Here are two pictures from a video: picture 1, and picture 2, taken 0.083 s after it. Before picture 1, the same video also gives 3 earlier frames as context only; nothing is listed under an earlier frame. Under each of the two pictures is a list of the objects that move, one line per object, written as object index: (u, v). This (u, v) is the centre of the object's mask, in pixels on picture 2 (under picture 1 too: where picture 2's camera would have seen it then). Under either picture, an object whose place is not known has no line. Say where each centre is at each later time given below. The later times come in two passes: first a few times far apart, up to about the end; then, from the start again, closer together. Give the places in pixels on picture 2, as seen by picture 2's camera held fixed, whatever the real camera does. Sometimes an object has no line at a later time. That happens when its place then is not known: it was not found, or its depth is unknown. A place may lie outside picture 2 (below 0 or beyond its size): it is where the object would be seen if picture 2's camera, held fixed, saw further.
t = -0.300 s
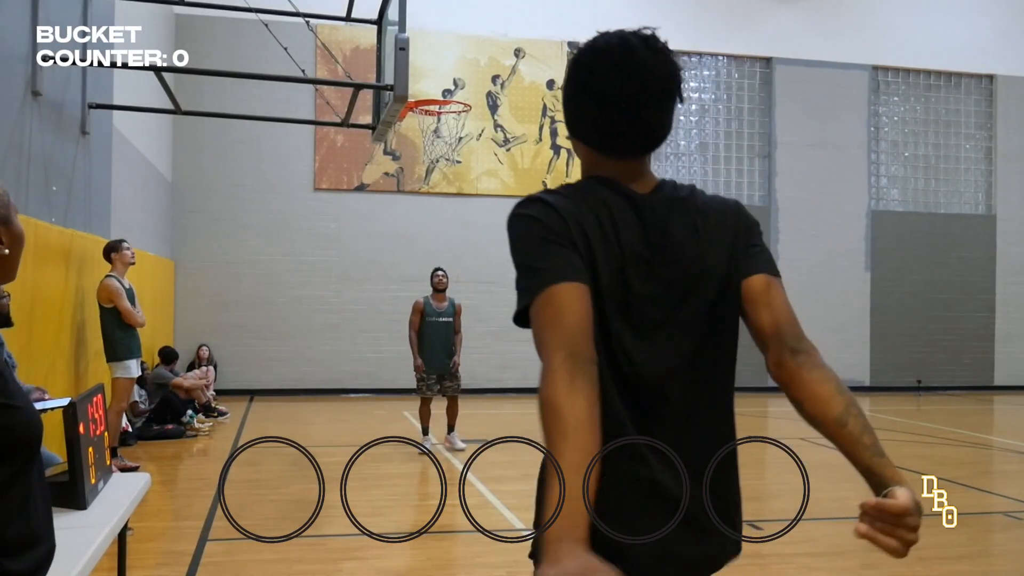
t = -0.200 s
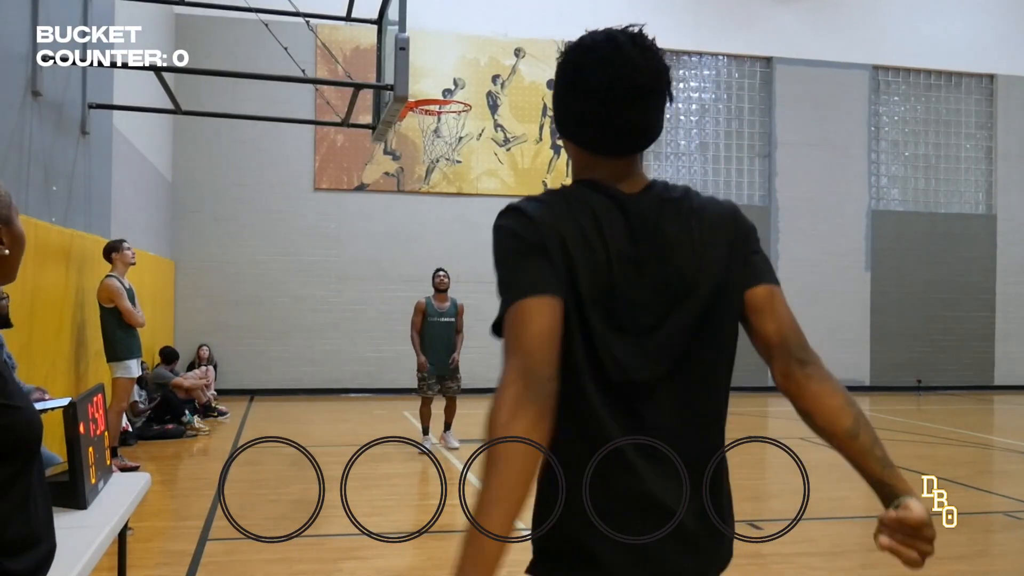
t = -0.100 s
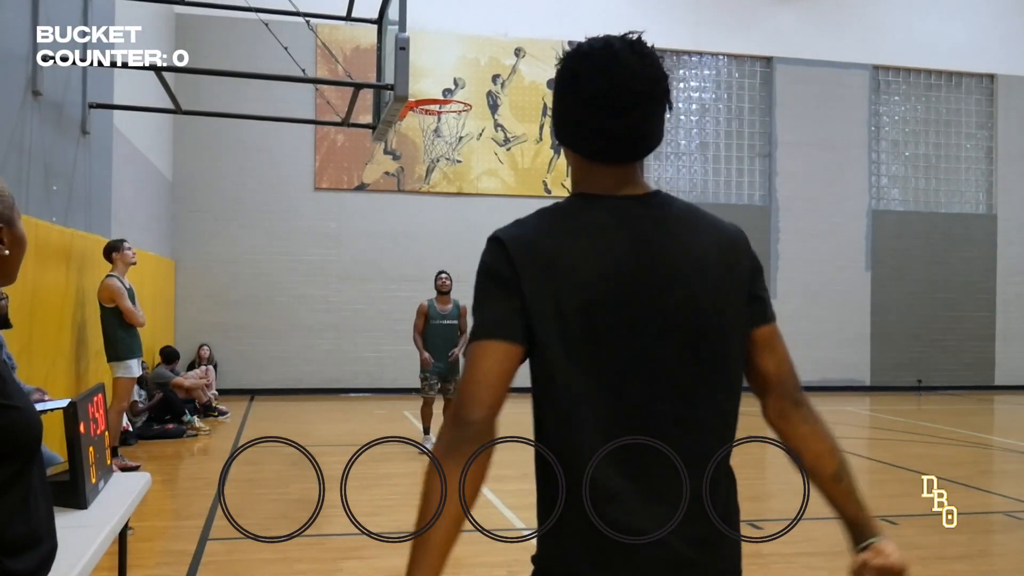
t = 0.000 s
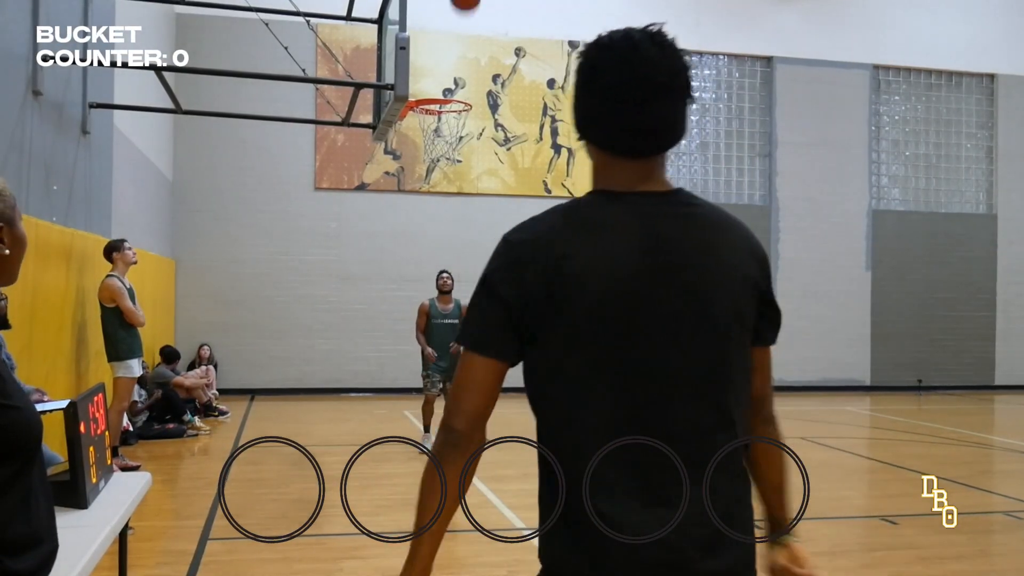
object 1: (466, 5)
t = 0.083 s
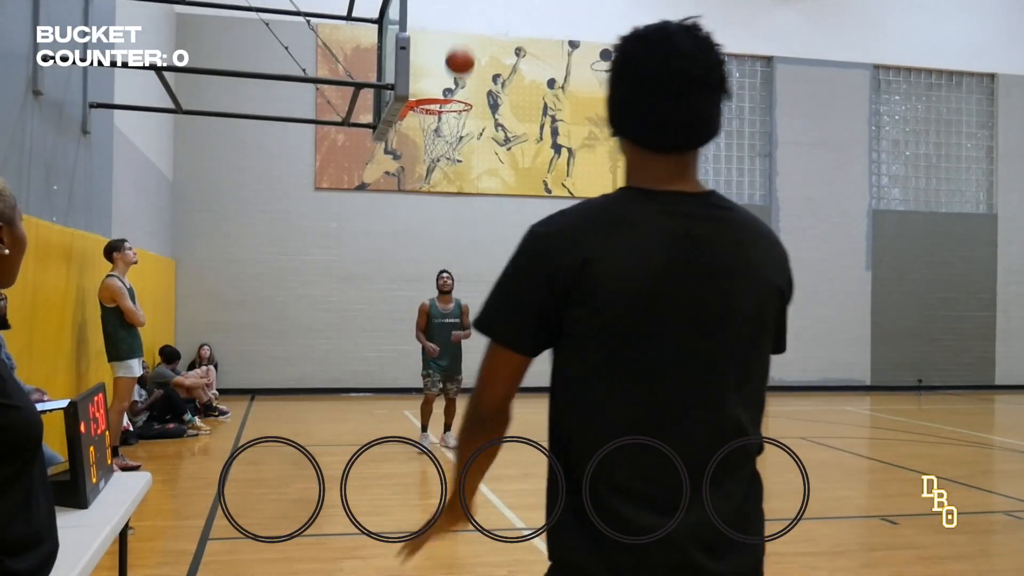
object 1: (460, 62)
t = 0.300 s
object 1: (408, 152)
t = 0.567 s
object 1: (344, 245)
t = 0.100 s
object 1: (459, 74)
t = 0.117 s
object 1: (457, 88)
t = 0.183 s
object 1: (441, 124)
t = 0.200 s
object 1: (434, 132)
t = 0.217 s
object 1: (429, 138)
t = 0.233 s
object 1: (423, 141)
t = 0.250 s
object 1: (419, 143)
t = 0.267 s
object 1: (415, 147)
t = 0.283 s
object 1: (411, 149)
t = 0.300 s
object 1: (408, 152)
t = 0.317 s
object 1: (404, 155)
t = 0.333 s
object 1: (400, 158)
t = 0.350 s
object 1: (396, 163)
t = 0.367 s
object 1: (392, 166)
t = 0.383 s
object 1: (388, 171)
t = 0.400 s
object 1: (385, 176)
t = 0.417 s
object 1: (380, 182)
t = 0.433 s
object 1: (376, 187)
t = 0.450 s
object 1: (372, 194)
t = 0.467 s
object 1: (368, 200)
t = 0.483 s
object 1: (364, 207)
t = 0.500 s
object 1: (360, 214)
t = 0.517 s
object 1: (356, 221)
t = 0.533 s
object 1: (352, 229)
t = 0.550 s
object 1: (348, 237)
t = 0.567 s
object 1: (344, 245)
